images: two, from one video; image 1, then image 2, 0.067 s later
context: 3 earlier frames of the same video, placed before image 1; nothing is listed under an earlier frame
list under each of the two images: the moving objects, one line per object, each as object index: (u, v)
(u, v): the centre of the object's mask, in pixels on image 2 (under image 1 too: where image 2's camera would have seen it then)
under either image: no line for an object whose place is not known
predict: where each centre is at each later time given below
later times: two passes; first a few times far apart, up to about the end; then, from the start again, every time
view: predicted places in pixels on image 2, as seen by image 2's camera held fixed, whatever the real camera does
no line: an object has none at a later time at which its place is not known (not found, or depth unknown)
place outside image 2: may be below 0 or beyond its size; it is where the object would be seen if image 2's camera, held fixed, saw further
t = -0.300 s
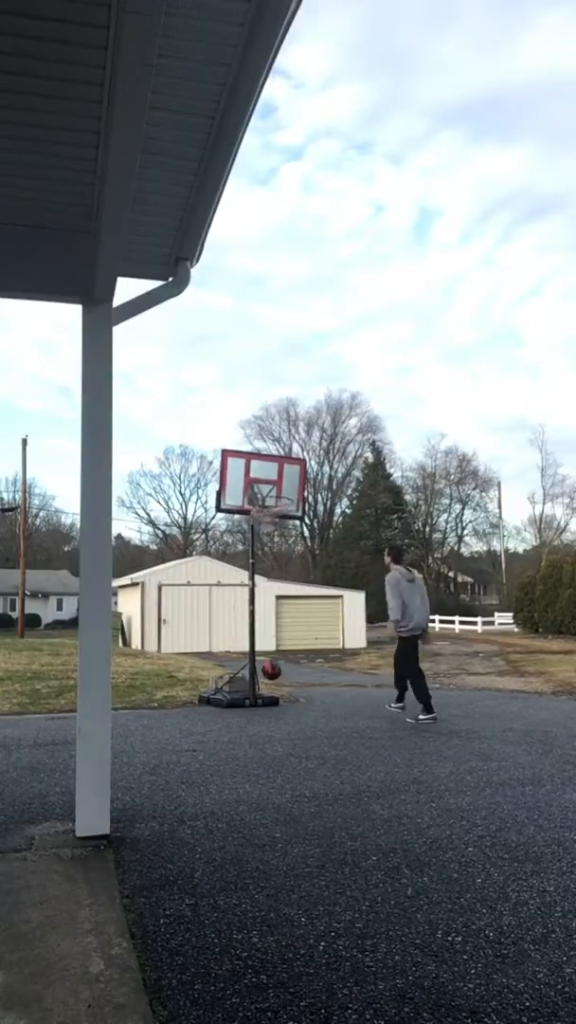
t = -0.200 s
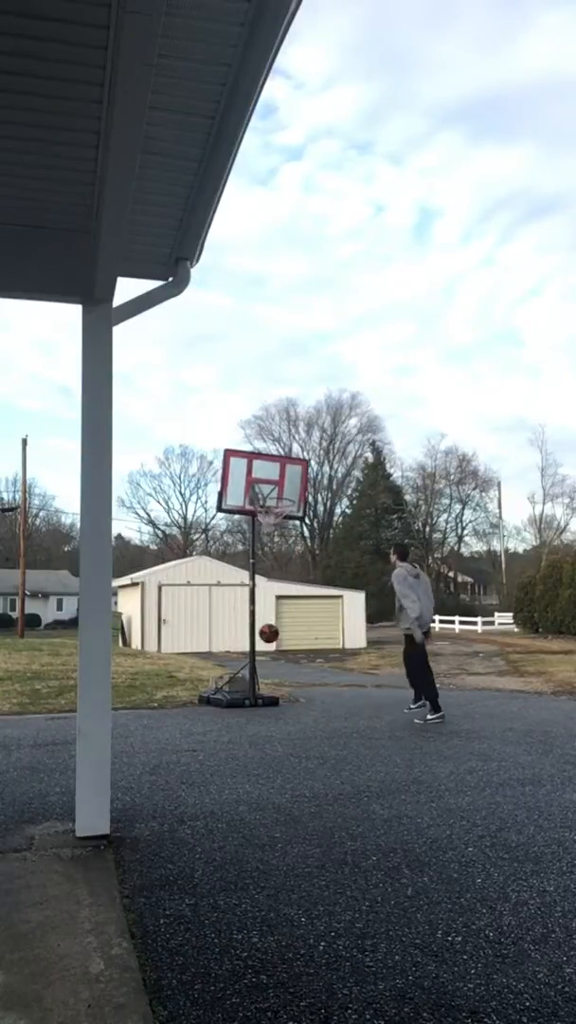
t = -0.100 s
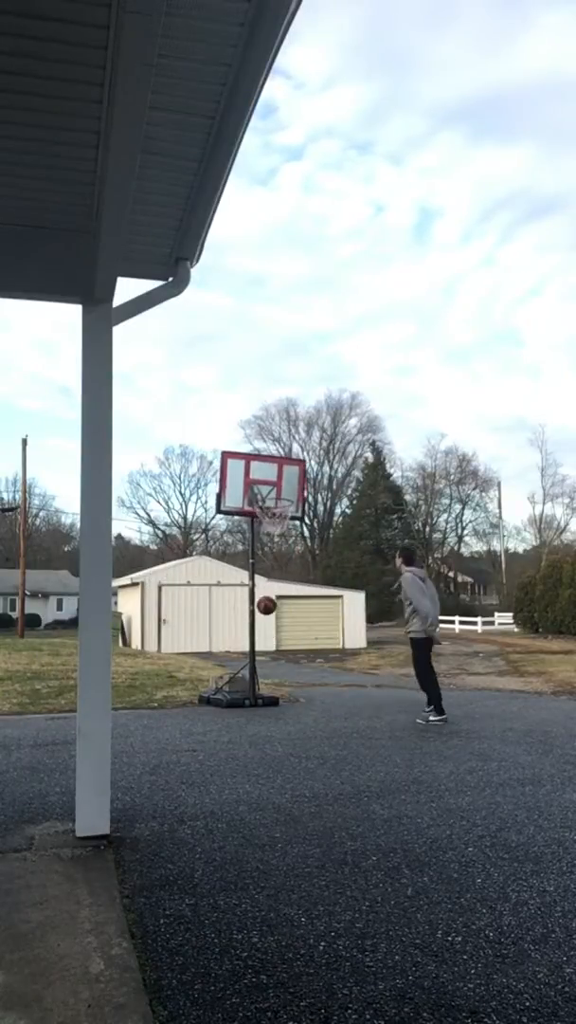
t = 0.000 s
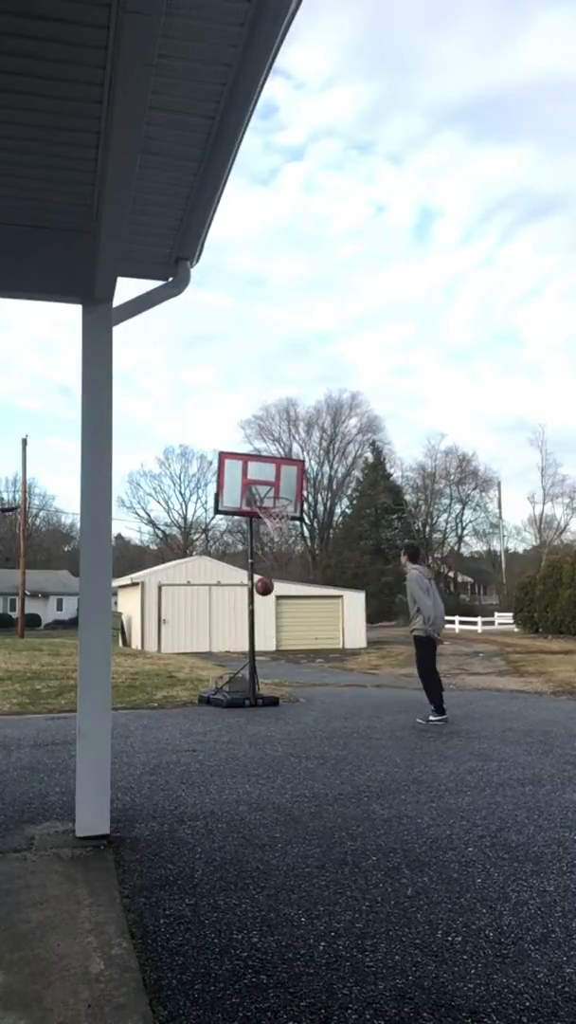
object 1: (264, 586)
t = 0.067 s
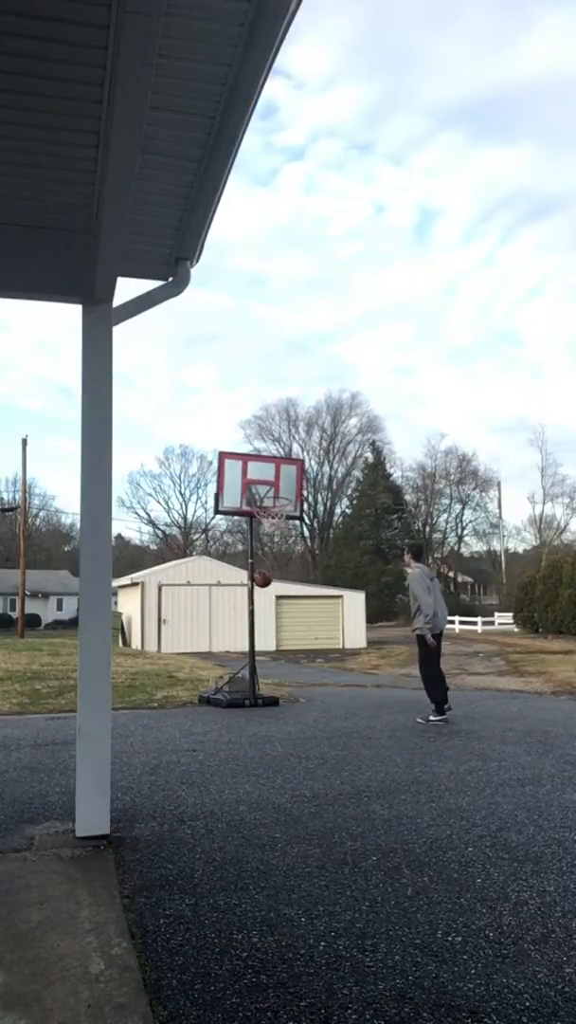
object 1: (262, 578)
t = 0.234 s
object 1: (268, 575)
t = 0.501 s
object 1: (282, 615)
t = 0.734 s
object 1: (294, 694)
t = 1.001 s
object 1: (295, 629)
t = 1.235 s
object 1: (296, 613)
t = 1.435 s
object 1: (298, 631)
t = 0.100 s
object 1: (262, 576)
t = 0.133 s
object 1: (264, 574)
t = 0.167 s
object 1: (266, 574)
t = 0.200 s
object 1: (267, 574)
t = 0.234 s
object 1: (268, 575)
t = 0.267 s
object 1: (270, 578)
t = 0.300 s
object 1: (272, 580)
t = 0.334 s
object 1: (274, 584)
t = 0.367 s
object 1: (276, 588)
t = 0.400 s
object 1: (277, 594)
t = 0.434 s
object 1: (279, 600)
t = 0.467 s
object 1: (280, 607)
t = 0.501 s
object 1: (282, 615)
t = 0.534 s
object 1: (284, 624)
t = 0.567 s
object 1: (285, 633)
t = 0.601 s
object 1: (287, 644)
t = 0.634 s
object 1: (289, 655)
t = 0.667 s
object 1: (291, 668)
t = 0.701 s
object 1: (293, 680)
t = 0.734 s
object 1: (294, 694)
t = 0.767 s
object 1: (294, 688)
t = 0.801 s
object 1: (294, 677)
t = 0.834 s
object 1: (295, 668)
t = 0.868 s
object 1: (295, 659)
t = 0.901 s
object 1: (295, 649)
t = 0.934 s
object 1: (295, 642)
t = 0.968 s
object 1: (295, 635)
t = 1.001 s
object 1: (295, 629)
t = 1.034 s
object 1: (295, 624)
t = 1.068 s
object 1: (295, 620)
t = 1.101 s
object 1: (296, 617)
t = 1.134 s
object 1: (296, 615)
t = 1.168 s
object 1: (296, 613)
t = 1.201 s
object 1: (296, 613)
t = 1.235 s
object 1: (296, 613)
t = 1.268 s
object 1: (297, 614)
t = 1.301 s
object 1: (297, 616)
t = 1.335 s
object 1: (297, 618)
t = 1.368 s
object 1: (297, 622)
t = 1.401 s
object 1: (298, 626)
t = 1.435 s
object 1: (298, 631)
